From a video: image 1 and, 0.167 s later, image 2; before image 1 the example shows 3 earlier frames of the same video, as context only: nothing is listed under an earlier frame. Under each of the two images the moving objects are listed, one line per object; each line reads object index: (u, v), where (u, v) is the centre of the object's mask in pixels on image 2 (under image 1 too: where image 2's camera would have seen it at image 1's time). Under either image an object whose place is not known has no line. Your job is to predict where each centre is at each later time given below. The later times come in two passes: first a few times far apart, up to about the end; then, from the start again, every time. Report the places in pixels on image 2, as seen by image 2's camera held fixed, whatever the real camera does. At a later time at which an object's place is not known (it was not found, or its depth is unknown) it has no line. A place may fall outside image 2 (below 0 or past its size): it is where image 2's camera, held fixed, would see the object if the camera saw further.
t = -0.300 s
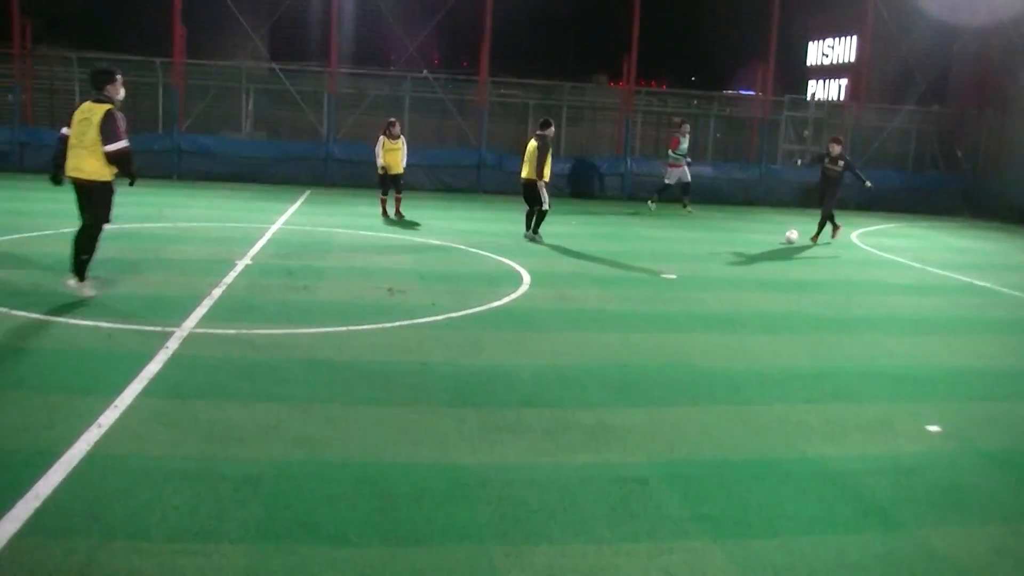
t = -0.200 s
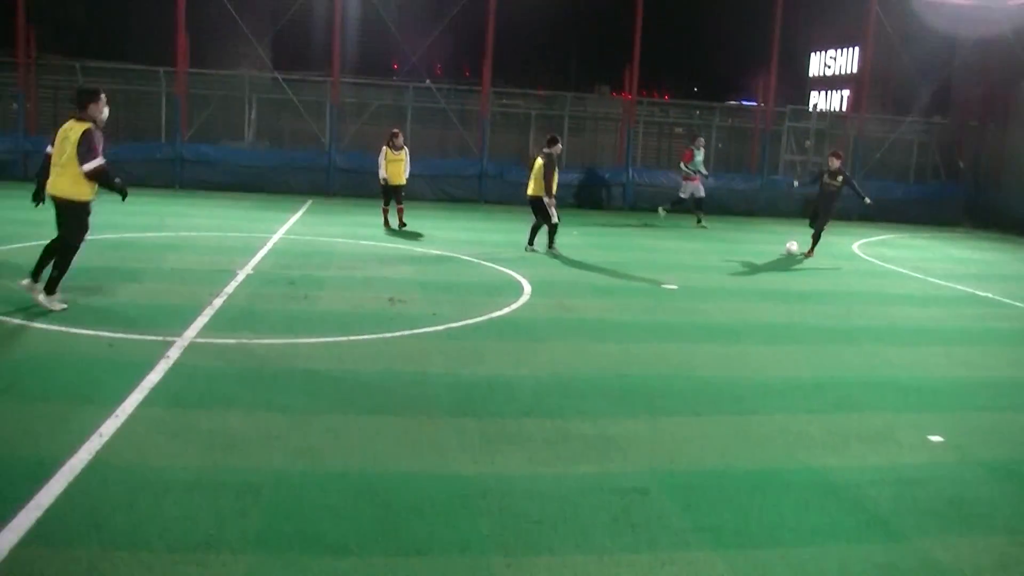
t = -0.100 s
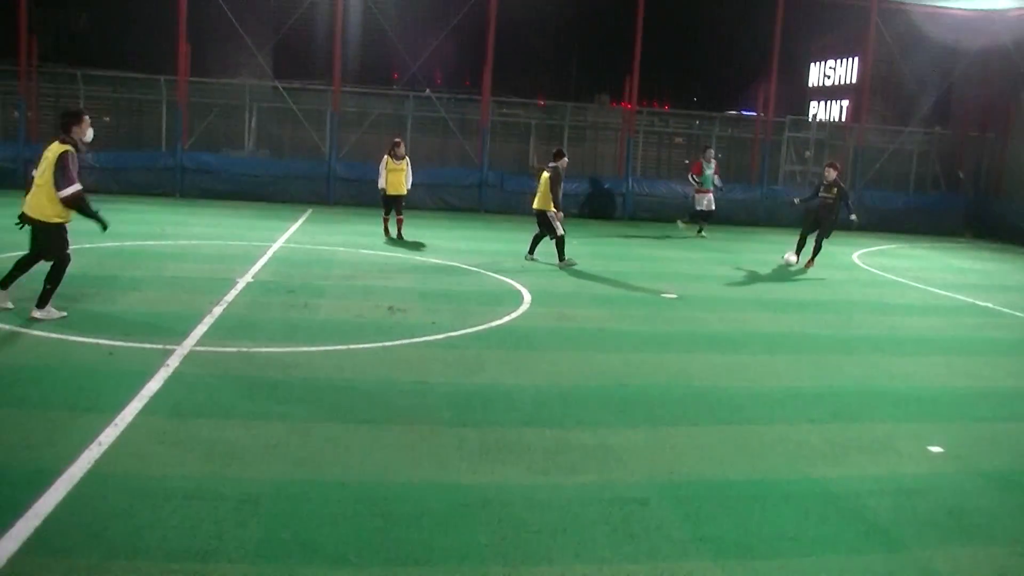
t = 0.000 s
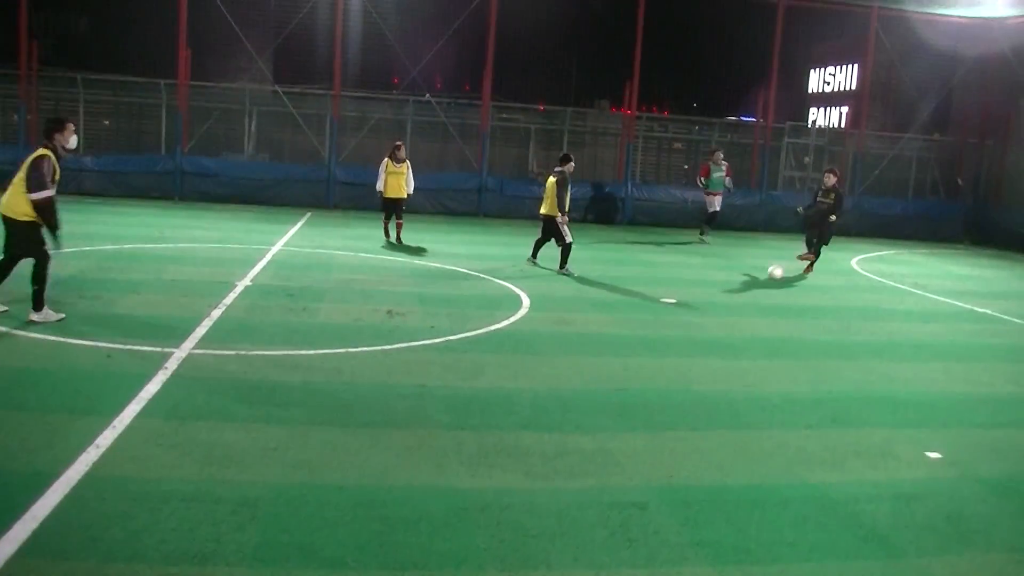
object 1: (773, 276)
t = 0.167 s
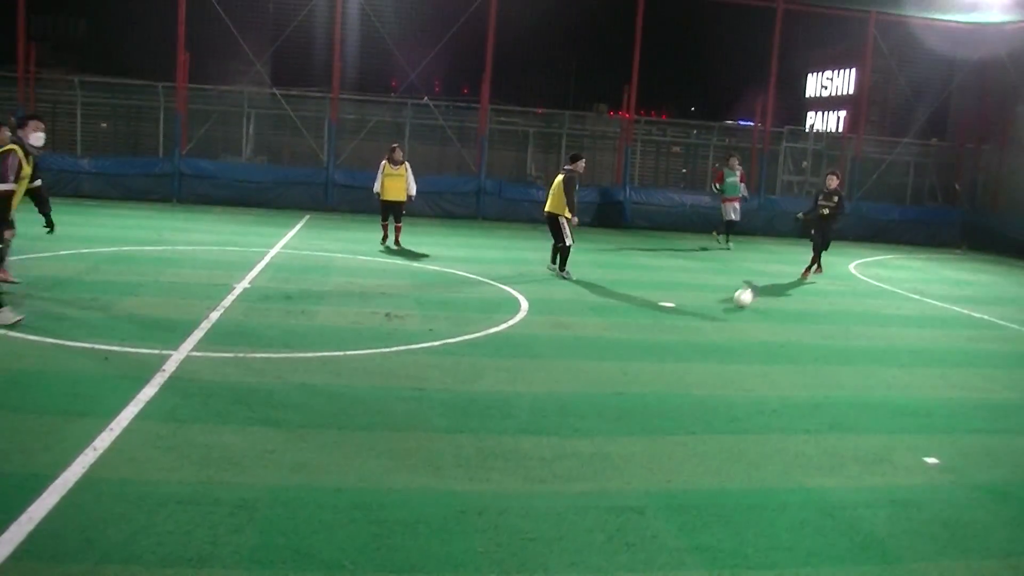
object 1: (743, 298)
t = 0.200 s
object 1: (736, 303)
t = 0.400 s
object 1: (683, 345)
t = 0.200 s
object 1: (736, 303)
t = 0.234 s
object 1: (729, 309)
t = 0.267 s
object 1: (721, 314)
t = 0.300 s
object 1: (714, 320)
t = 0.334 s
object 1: (705, 329)
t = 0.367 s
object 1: (694, 337)
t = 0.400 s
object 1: (683, 345)
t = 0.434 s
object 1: (671, 353)
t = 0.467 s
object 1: (658, 362)
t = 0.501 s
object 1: (643, 373)
